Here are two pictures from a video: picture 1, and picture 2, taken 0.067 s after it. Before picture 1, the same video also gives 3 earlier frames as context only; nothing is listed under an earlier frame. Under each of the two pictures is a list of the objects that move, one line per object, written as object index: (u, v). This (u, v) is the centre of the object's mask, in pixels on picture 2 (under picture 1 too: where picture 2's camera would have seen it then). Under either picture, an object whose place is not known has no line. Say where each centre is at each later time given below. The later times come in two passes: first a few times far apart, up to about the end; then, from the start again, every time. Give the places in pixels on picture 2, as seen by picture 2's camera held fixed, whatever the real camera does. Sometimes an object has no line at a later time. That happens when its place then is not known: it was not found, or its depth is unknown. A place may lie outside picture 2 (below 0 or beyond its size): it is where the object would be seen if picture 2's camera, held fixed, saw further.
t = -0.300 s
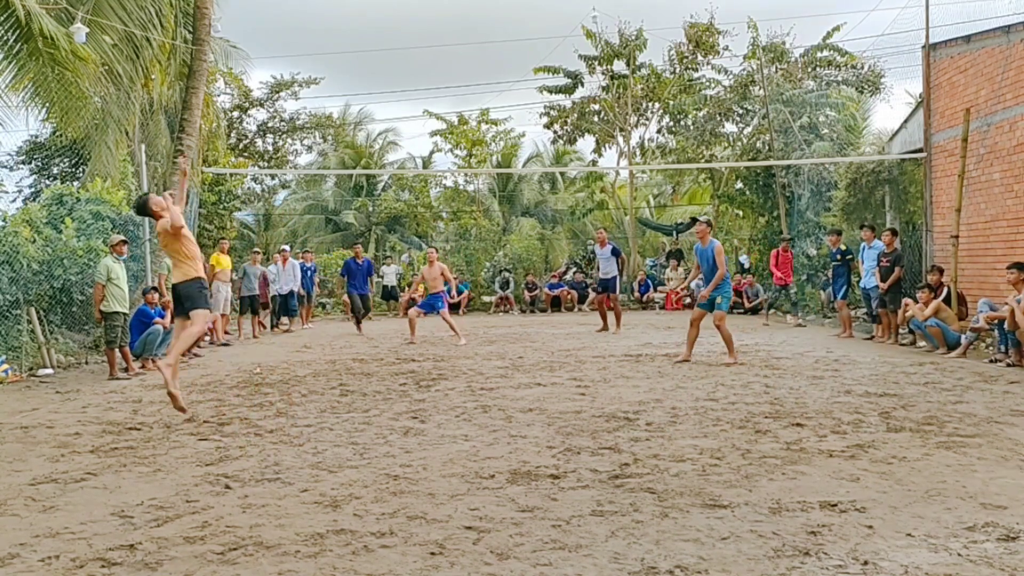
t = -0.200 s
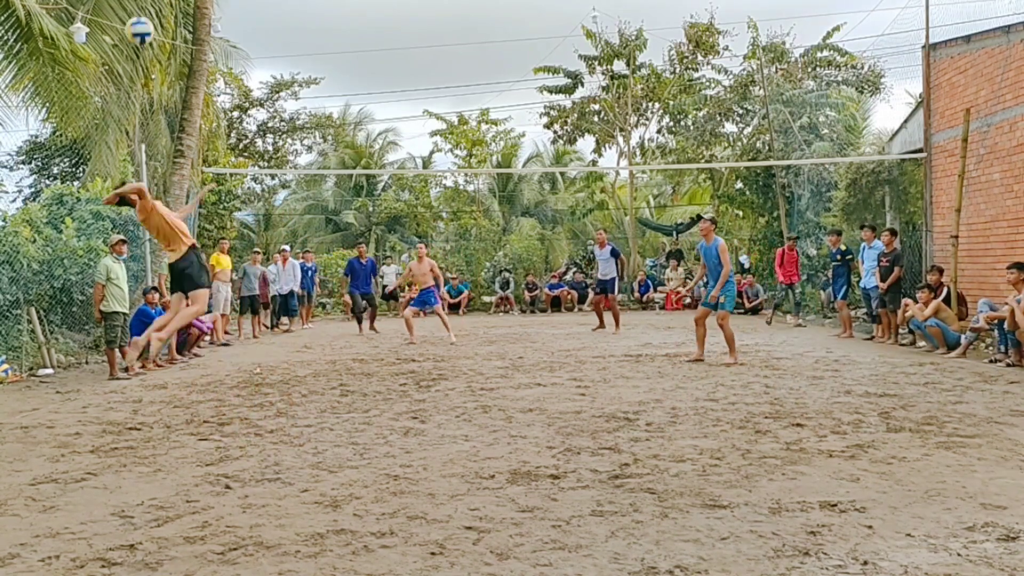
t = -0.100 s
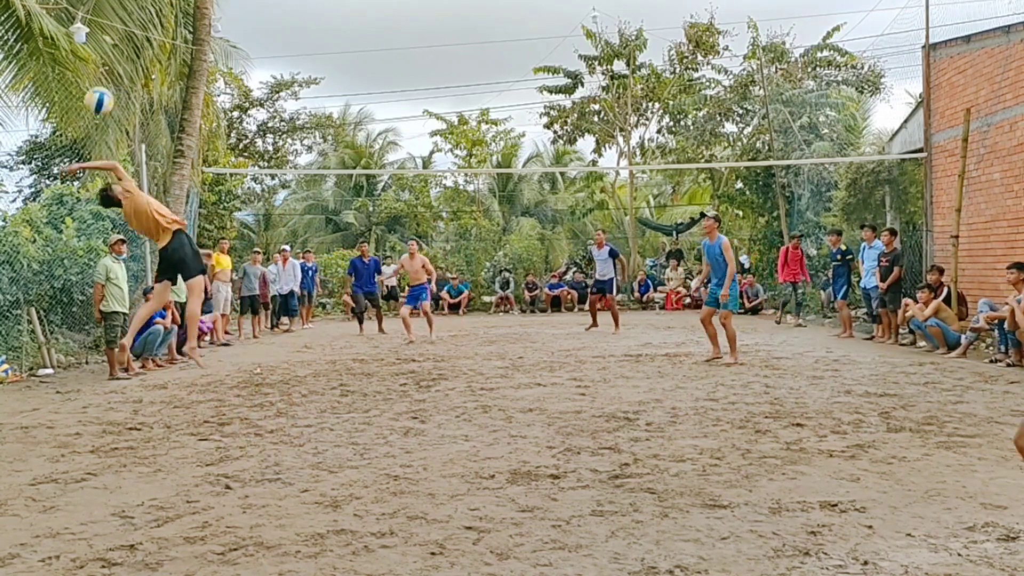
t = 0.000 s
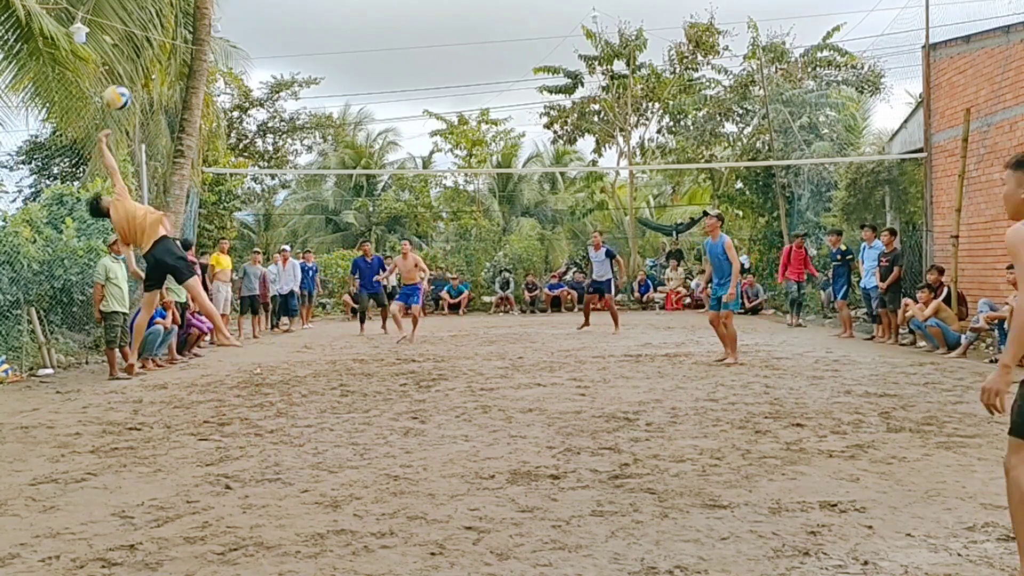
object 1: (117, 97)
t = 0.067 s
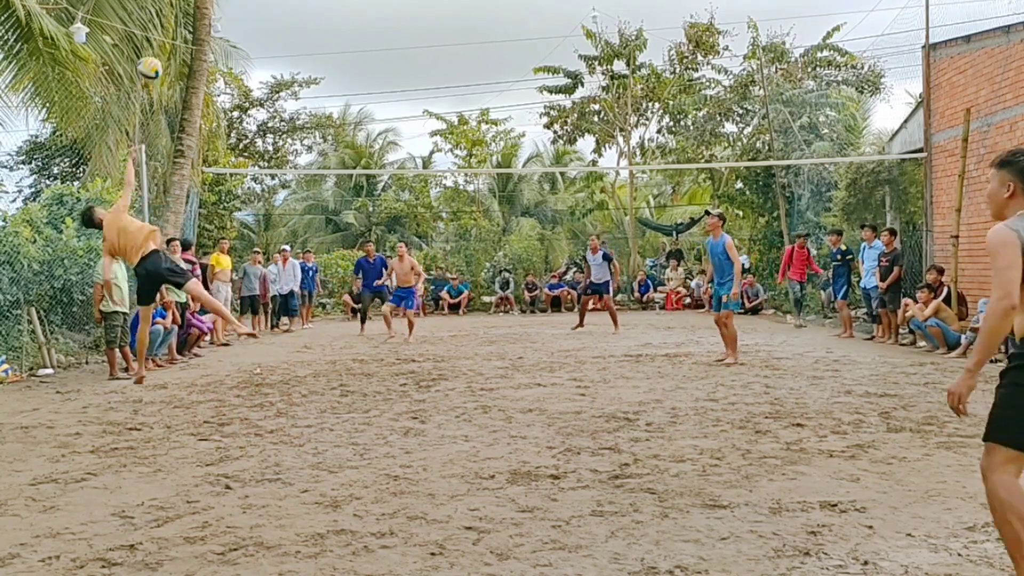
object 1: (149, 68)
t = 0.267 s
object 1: (231, 21)
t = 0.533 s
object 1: (313, 23)
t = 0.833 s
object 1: (383, 85)
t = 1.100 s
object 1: (431, 178)
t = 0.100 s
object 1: (165, 56)
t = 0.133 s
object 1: (179, 46)
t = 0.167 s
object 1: (194, 38)
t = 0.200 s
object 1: (207, 31)
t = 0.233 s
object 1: (220, 26)
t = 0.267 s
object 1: (231, 21)
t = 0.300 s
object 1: (242, 18)
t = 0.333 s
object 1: (253, 15)
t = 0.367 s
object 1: (264, 14)
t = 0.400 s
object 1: (274, 14)
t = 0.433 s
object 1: (285, 14)
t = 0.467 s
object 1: (295, 16)
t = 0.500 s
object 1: (304, 19)
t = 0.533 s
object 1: (313, 23)
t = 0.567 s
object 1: (322, 27)
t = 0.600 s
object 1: (330, 32)
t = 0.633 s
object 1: (338, 38)
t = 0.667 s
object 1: (345, 45)
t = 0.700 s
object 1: (353, 51)
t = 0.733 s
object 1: (361, 59)
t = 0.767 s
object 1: (369, 66)
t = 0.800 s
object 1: (376, 75)
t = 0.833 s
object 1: (383, 85)
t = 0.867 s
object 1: (389, 94)
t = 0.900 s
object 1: (395, 105)
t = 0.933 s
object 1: (401, 115)
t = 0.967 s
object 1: (408, 126)
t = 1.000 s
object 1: (414, 138)
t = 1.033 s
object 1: (419, 150)
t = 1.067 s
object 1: (426, 162)
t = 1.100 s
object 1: (431, 178)
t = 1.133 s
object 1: (436, 187)
